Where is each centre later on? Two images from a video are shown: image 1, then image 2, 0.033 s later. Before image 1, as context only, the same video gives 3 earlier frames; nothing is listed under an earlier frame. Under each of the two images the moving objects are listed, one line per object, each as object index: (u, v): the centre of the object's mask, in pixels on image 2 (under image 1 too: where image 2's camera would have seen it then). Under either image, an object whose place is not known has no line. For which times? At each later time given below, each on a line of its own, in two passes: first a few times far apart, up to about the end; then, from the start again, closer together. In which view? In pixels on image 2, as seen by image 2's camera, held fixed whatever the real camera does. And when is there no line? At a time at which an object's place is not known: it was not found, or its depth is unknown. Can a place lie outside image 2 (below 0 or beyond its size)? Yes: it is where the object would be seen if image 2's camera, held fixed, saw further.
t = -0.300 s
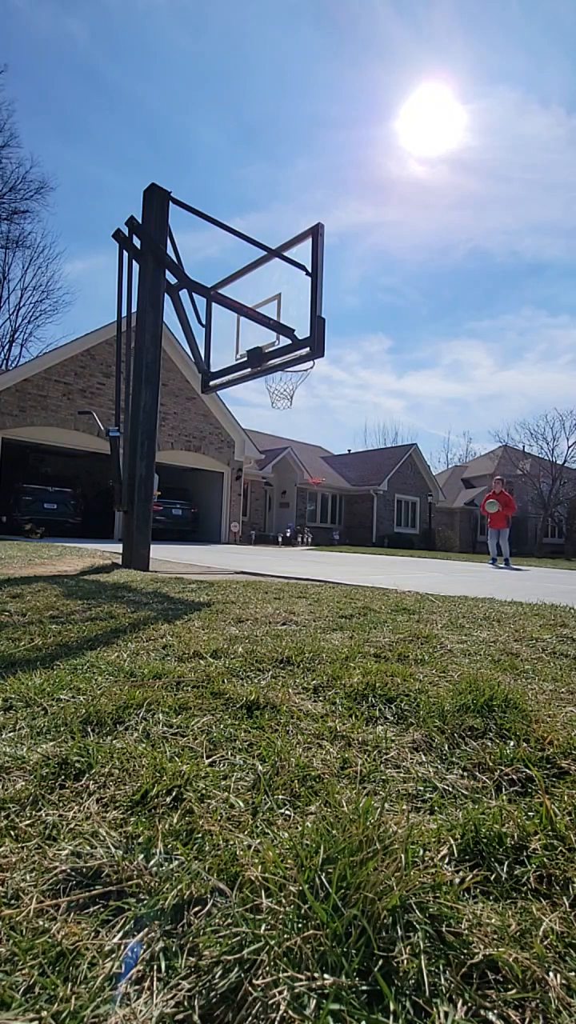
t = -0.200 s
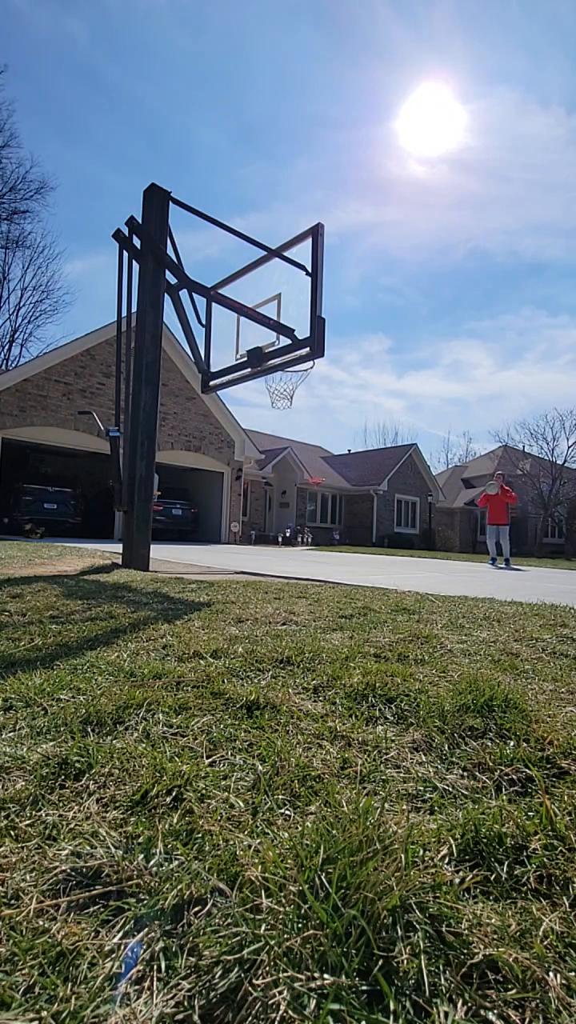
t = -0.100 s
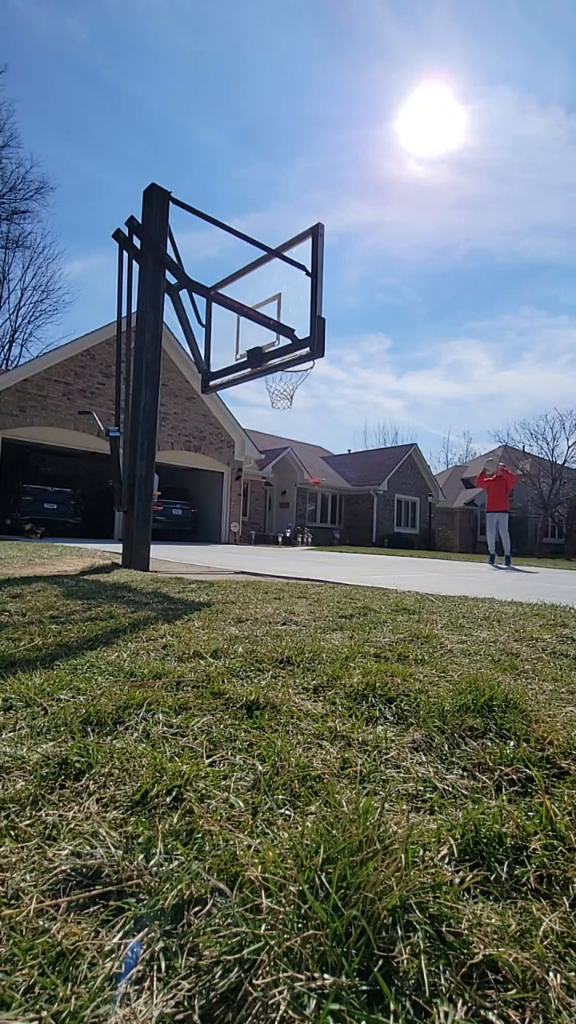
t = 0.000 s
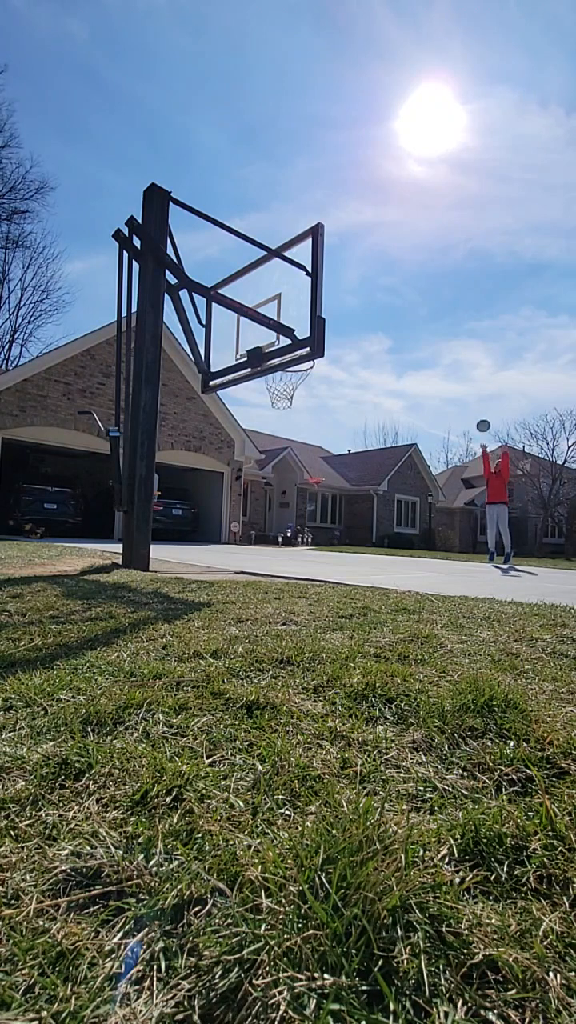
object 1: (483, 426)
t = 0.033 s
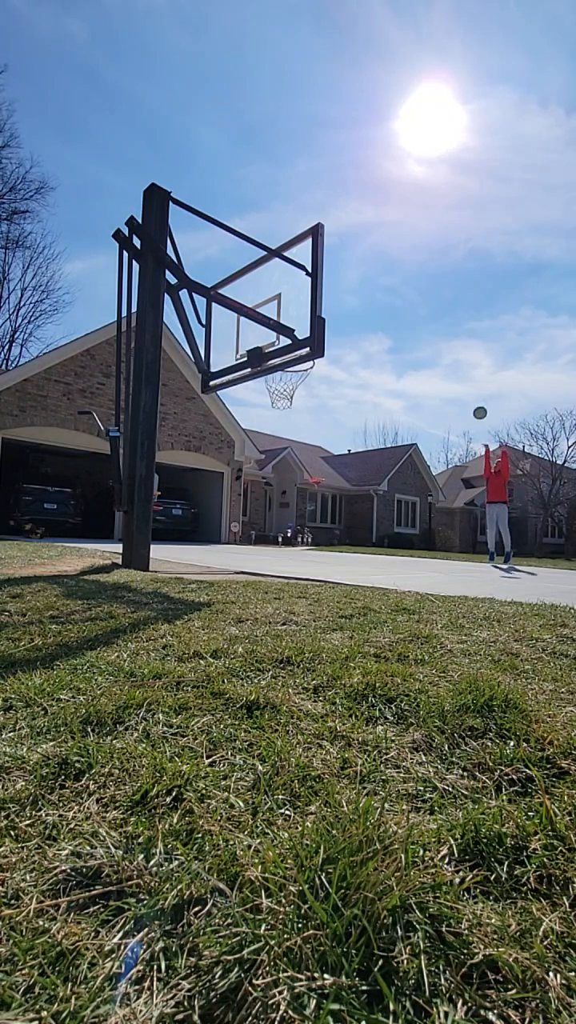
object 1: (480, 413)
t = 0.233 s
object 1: (458, 343)
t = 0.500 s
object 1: (422, 277)
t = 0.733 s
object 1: (380, 252)
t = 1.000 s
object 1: (324, 278)
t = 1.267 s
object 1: (303, 384)
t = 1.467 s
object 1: (306, 388)
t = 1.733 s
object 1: (276, 420)
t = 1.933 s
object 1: (249, 491)
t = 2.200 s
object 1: (220, 494)
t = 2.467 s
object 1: (198, 428)
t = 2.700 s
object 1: (175, 436)
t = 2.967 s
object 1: (174, 503)
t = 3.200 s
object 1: (197, 525)
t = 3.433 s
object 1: (222, 492)
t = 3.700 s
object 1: (244, 530)
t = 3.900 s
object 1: (259, 531)
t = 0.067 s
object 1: (476, 400)
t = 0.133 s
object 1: (469, 376)
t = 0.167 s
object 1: (466, 365)
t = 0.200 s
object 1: (462, 354)
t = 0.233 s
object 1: (458, 343)
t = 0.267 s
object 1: (454, 333)
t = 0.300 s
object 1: (450, 324)
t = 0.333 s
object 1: (445, 315)
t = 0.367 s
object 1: (441, 306)
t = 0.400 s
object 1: (436, 298)
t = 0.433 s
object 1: (432, 291)
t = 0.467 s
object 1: (427, 284)
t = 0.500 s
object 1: (422, 277)
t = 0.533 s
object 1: (417, 272)
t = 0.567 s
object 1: (411, 267)
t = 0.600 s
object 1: (405, 262)
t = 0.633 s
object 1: (399, 259)
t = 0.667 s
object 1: (393, 256)
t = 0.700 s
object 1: (387, 253)
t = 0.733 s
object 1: (380, 252)
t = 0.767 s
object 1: (373, 251)
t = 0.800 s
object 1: (366, 252)
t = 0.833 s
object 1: (358, 253)
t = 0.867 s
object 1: (350, 256)
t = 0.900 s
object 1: (342, 259)
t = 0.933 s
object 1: (334, 264)
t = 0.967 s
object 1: (328, 270)
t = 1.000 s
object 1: (324, 278)
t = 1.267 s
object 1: (303, 384)
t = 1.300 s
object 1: (308, 387)
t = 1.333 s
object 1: (310, 385)
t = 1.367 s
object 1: (310, 383)
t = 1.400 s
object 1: (309, 384)
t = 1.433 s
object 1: (308, 386)
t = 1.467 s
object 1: (306, 388)
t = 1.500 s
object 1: (303, 391)
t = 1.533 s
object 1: (300, 392)
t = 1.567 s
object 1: (296, 395)
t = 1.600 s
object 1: (292, 398)
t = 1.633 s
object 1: (289, 402)
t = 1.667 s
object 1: (285, 407)
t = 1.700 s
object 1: (281, 413)
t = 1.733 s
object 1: (276, 420)
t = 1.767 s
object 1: (272, 427)
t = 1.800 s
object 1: (267, 438)
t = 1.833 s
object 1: (263, 449)
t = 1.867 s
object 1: (258, 462)
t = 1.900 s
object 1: (254, 475)
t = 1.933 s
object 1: (249, 491)
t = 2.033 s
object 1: (233, 544)
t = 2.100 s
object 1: (226, 538)
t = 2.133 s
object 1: (224, 523)
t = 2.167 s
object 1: (222, 508)
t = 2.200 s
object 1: (220, 494)
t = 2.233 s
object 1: (218, 482)
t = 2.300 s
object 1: (213, 461)
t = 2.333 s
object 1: (210, 450)
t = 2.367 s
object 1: (207, 443)
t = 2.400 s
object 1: (204, 437)
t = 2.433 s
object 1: (201, 432)
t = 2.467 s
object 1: (198, 428)
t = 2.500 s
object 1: (196, 425)
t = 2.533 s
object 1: (191, 424)
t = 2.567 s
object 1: (189, 424)
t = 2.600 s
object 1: (185, 425)
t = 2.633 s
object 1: (181, 427)
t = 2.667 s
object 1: (178, 431)
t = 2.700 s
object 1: (175, 436)
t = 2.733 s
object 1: (170, 442)
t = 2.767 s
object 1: (167, 450)
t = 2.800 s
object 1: (164, 461)
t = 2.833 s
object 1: (165, 468)
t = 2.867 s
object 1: (166, 474)
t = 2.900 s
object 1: (168, 483)
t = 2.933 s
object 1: (171, 492)
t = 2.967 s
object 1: (174, 503)
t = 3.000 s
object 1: (177, 515)
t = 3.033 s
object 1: (179, 528)
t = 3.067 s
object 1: (182, 542)
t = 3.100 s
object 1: (184, 559)
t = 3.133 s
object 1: (188, 547)
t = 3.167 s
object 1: (193, 535)
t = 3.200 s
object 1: (197, 525)
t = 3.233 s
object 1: (201, 516)
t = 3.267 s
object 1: (205, 509)
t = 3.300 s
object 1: (208, 503)
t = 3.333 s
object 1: (212, 498)
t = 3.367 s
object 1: (216, 494)
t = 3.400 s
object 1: (219, 492)
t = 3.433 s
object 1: (222, 492)
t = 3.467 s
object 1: (225, 492)
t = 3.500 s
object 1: (228, 494)
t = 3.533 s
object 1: (231, 497)
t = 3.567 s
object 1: (234, 501)
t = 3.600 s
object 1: (237, 506)
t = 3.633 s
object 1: (240, 513)
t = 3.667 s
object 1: (242, 521)
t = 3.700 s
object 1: (244, 530)
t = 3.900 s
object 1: (259, 531)
